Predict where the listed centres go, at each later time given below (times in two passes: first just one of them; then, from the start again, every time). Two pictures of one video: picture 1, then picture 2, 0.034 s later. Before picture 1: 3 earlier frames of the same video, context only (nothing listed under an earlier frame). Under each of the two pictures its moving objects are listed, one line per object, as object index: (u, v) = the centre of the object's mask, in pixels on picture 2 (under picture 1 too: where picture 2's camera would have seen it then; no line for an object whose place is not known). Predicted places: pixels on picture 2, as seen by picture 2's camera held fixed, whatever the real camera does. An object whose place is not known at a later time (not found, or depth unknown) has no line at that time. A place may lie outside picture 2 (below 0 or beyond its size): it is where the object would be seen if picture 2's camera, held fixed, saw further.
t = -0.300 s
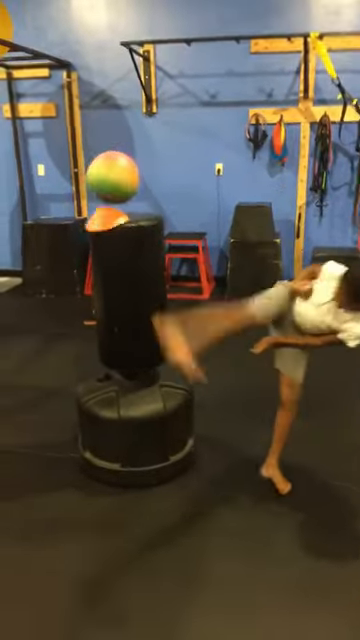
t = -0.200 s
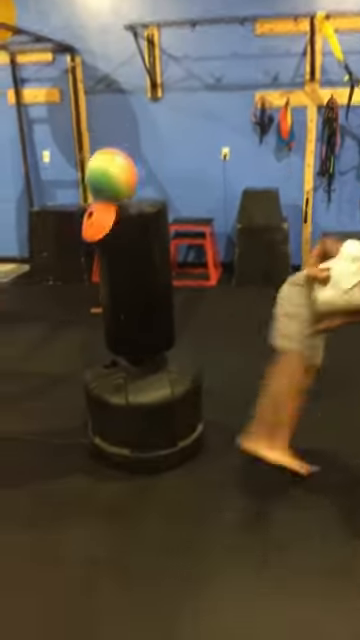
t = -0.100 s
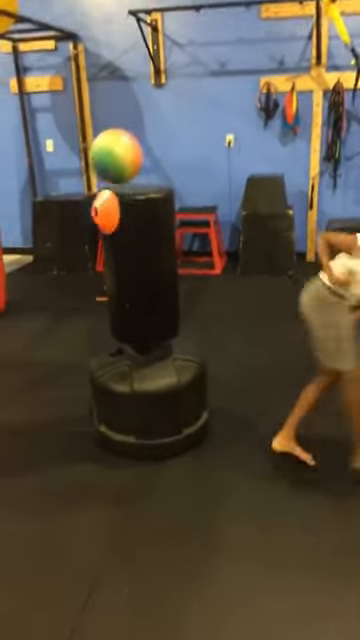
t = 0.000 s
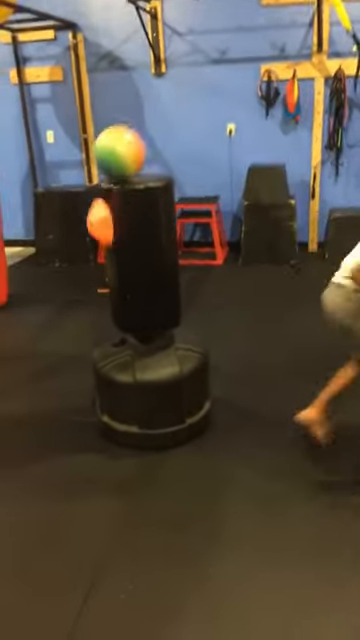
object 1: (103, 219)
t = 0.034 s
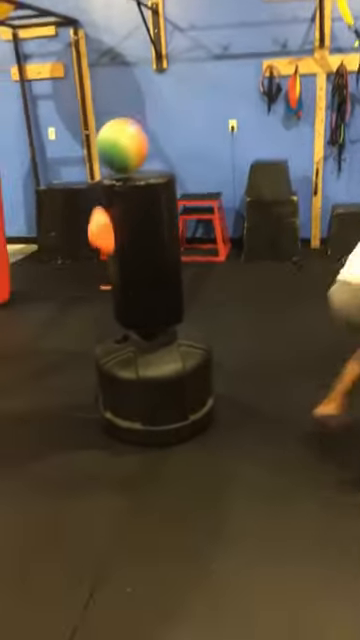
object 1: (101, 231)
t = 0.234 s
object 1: (102, 339)
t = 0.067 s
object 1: (101, 245)
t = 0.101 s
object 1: (100, 261)
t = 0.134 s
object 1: (100, 279)
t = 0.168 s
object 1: (100, 300)
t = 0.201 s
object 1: (100, 320)
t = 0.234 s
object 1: (102, 339)
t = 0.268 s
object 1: (103, 358)
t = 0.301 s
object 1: (103, 378)
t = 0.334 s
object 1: (98, 395)
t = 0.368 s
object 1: (93, 414)
